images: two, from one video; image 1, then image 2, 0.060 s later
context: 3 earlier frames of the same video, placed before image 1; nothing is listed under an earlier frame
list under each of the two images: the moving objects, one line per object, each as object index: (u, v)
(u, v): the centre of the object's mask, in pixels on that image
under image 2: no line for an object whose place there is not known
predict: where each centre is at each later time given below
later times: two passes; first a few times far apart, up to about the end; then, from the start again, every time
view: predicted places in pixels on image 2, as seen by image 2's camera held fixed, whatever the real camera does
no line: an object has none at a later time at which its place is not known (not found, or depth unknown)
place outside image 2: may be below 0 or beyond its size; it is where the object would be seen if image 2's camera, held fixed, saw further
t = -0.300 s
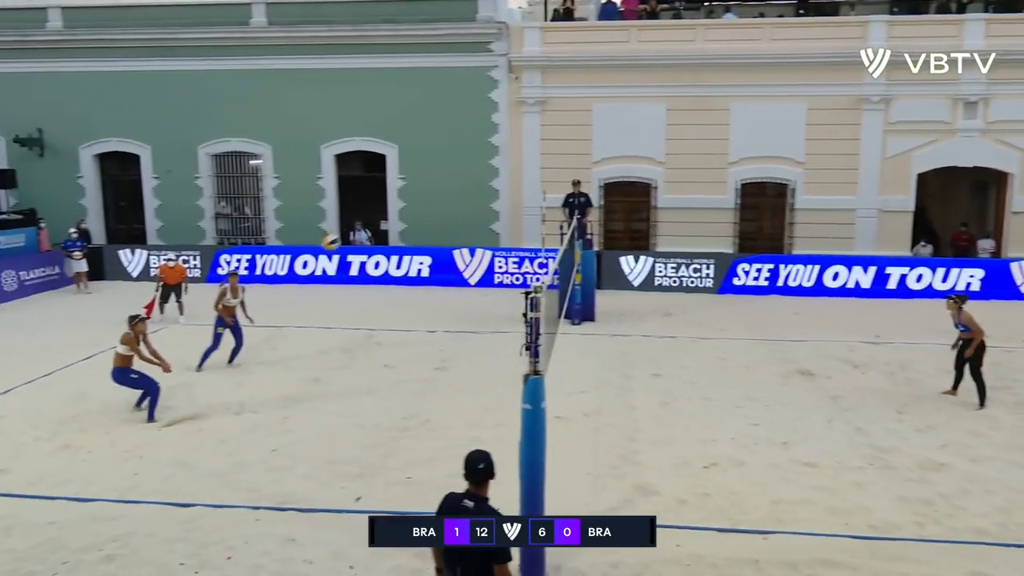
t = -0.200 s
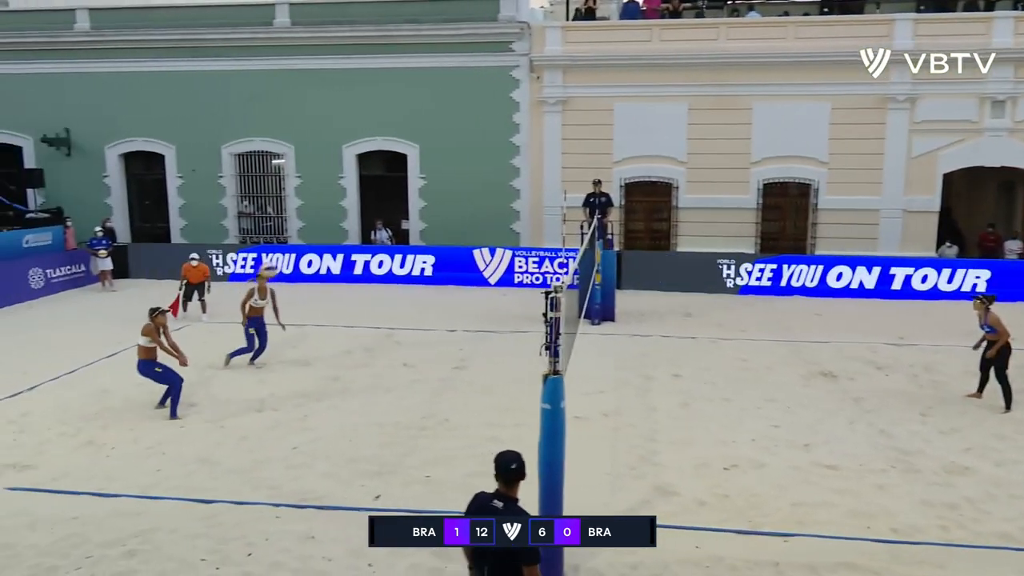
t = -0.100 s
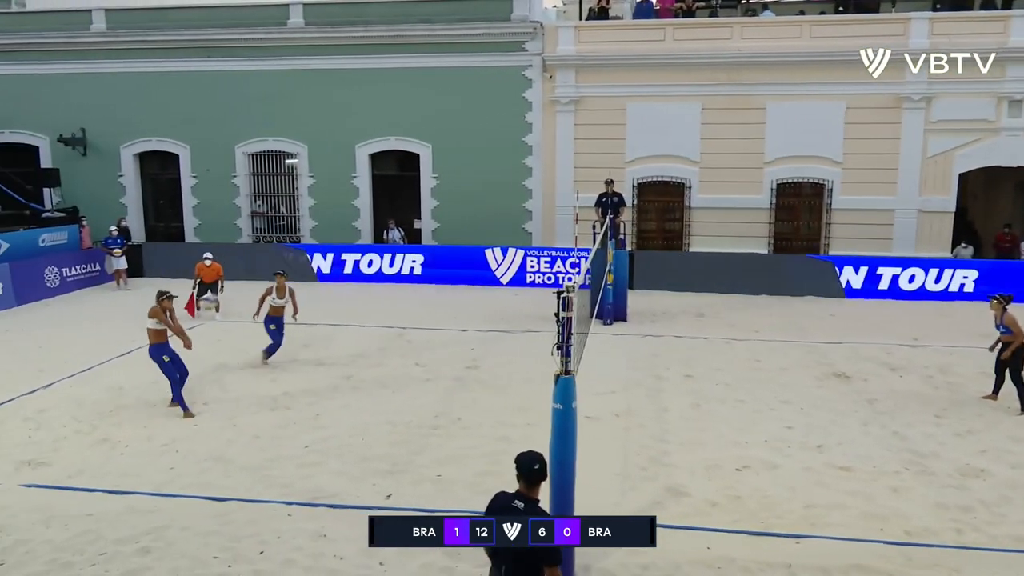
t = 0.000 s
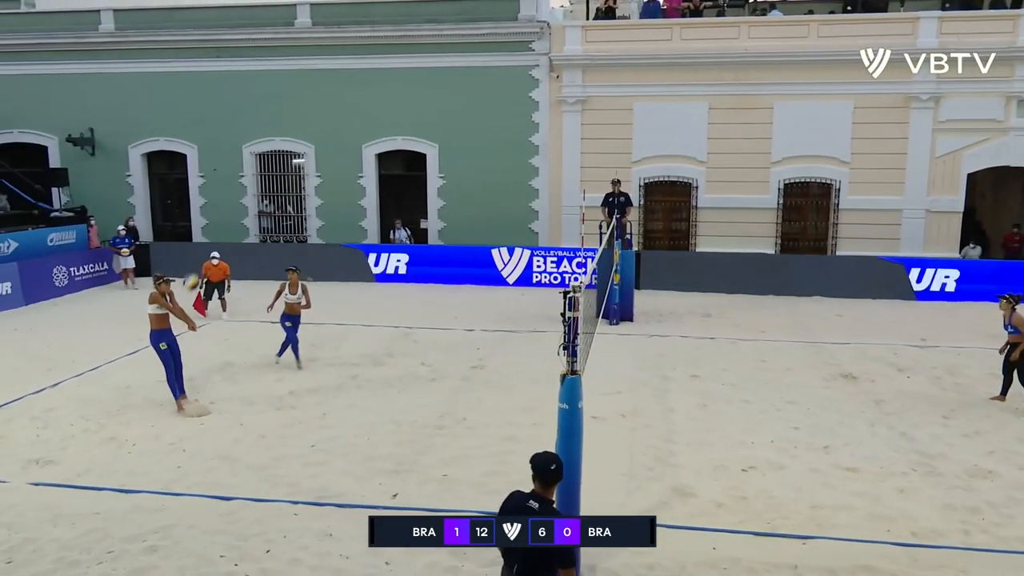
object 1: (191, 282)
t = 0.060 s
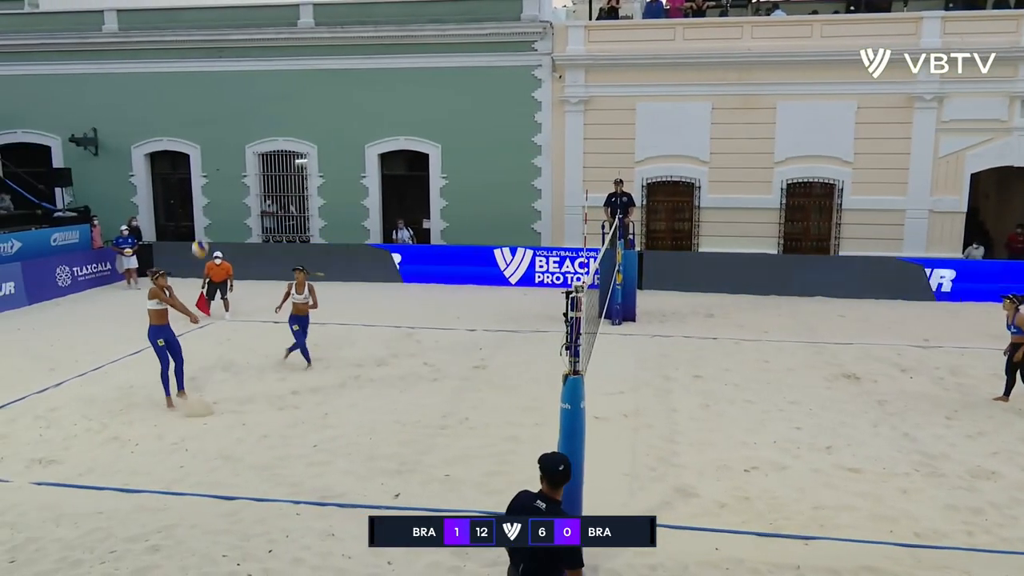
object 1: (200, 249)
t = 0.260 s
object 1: (219, 153)
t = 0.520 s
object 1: (249, 69)
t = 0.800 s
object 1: (286, 36)
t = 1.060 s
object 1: (324, 62)
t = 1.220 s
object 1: (348, 106)
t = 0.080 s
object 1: (201, 238)
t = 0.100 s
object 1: (204, 227)
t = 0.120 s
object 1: (205, 218)
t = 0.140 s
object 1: (207, 207)
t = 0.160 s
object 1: (209, 197)
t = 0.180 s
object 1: (210, 188)
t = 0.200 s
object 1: (213, 178)
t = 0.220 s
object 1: (215, 169)
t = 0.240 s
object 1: (218, 161)
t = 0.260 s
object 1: (219, 153)
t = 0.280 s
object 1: (221, 145)
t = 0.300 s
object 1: (224, 137)
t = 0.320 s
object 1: (226, 129)
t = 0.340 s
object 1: (228, 122)
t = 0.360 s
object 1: (231, 114)
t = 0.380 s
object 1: (232, 107)
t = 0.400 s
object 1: (235, 101)
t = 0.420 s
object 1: (237, 95)
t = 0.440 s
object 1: (239, 89)
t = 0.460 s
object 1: (242, 84)
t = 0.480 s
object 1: (244, 78)
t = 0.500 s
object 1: (246, 74)
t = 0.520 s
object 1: (249, 69)
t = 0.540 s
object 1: (252, 64)
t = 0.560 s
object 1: (254, 60)
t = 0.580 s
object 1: (257, 57)
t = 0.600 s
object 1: (260, 53)
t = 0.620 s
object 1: (262, 49)
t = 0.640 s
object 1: (265, 46)
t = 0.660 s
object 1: (267, 44)
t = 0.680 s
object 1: (270, 42)
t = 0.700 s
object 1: (272, 40)
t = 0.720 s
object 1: (274, 39)
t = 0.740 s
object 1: (277, 37)
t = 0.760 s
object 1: (281, 37)
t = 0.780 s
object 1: (283, 36)
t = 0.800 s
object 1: (286, 36)
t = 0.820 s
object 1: (289, 36)
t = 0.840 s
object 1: (292, 36)
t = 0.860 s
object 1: (295, 38)
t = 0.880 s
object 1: (298, 38)
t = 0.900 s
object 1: (301, 39)
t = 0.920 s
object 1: (303, 41)
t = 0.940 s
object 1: (306, 43)
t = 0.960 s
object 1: (309, 45)
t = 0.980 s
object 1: (312, 48)
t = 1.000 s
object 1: (314, 51)
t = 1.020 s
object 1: (318, 55)
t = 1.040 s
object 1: (321, 58)
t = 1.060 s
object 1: (324, 62)
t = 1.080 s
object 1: (326, 67)
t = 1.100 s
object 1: (330, 72)
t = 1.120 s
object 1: (333, 77)
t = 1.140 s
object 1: (336, 82)
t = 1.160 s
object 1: (340, 88)
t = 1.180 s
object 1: (342, 94)
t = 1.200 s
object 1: (345, 100)
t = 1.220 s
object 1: (348, 106)
